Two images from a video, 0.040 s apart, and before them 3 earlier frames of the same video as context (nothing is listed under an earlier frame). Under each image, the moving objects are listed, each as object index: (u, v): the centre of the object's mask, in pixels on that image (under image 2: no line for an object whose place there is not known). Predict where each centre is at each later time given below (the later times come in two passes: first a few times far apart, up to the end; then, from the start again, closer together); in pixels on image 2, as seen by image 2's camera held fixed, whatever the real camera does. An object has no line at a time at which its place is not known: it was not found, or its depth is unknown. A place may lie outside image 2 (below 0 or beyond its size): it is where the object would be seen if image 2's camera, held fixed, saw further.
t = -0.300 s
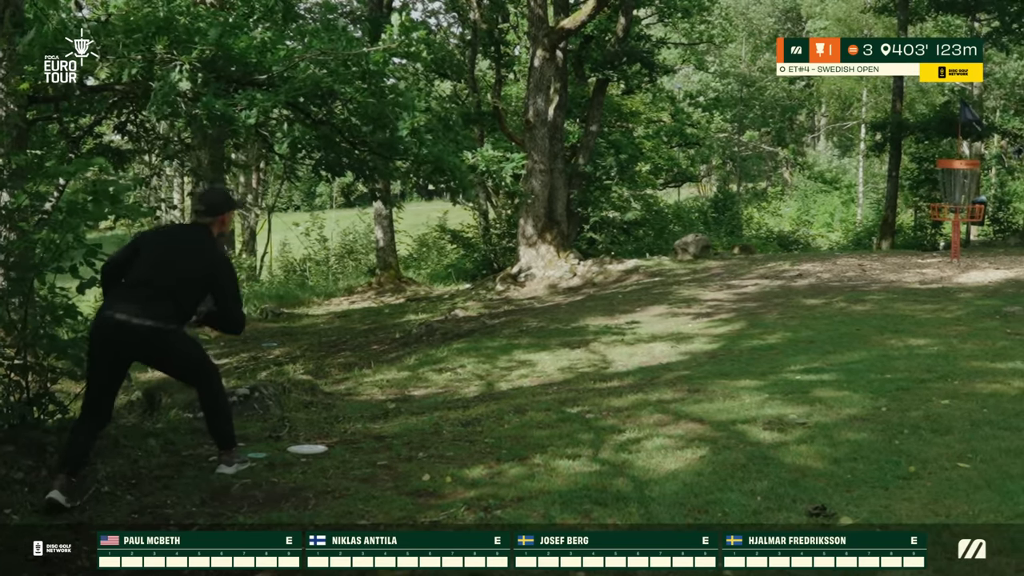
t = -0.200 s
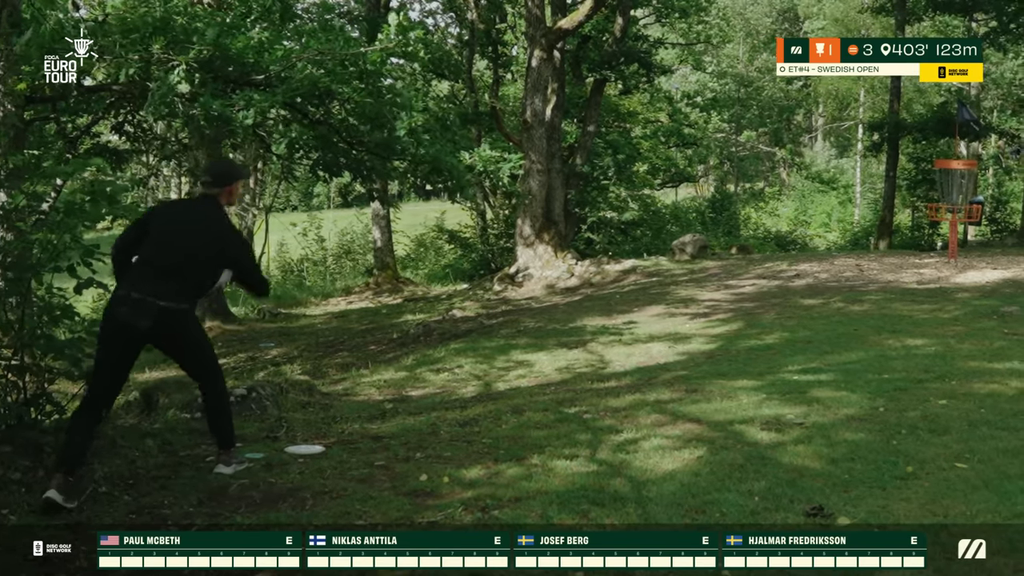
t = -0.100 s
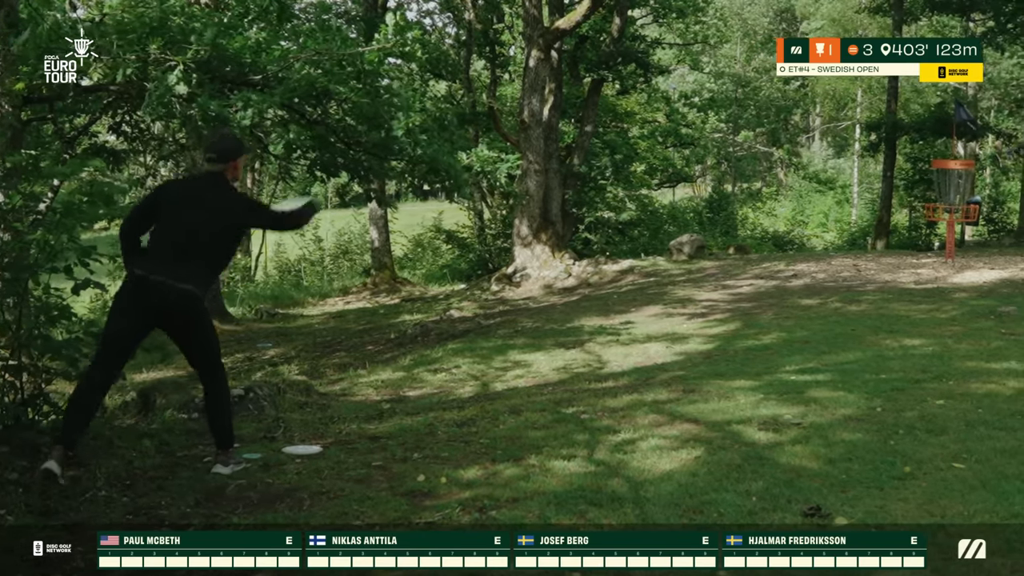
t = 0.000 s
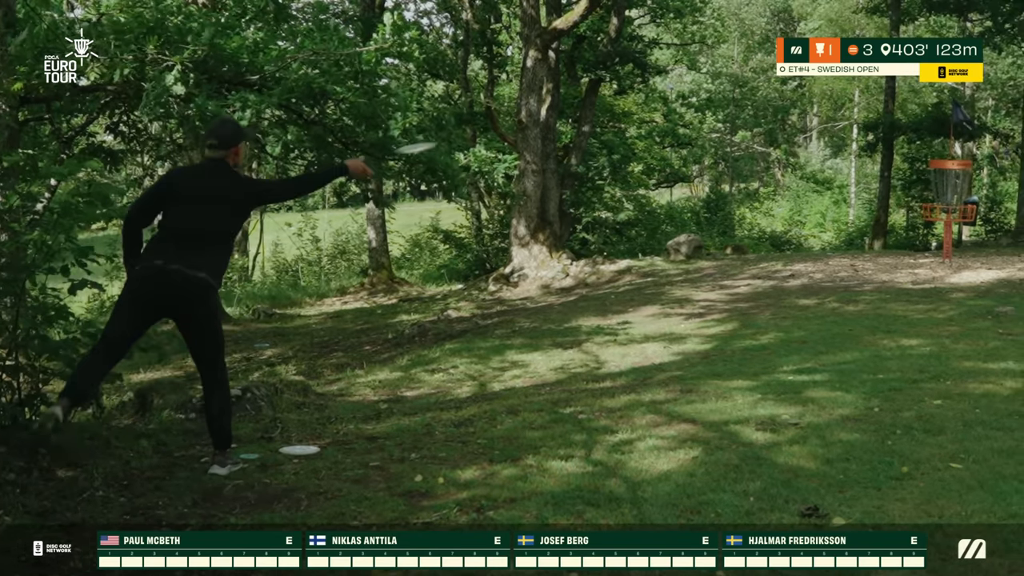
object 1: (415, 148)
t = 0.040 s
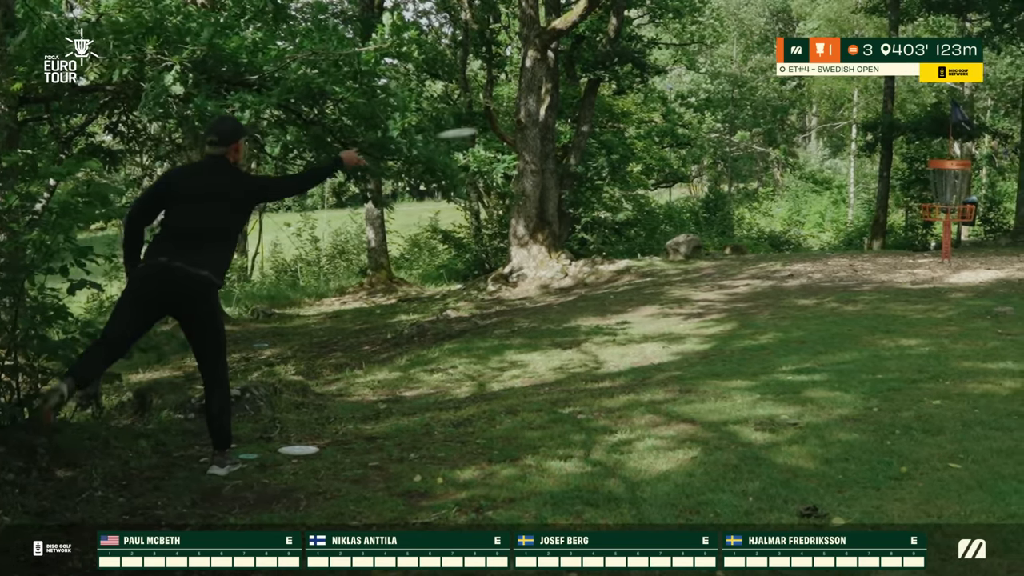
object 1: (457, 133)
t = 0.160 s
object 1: (566, 107)
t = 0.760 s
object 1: (866, 135)
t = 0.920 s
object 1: (908, 157)
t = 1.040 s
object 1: (933, 175)
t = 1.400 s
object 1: (980, 233)
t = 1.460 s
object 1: (989, 245)
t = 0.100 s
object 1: (514, 118)
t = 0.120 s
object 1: (533, 114)
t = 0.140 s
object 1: (550, 110)
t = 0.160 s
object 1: (566, 107)
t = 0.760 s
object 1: (866, 135)
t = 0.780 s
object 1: (872, 137)
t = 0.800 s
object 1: (878, 139)
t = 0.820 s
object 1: (883, 142)
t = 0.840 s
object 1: (888, 145)
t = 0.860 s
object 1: (894, 148)
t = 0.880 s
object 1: (899, 151)
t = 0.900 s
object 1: (904, 154)
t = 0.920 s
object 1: (908, 157)
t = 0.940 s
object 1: (913, 160)
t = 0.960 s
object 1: (917, 163)
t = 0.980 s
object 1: (922, 166)
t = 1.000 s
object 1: (925, 169)
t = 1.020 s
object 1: (929, 172)
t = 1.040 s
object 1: (933, 175)
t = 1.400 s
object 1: (980, 233)
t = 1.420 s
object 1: (986, 236)
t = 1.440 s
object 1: (987, 240)
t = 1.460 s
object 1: (989, 245)
